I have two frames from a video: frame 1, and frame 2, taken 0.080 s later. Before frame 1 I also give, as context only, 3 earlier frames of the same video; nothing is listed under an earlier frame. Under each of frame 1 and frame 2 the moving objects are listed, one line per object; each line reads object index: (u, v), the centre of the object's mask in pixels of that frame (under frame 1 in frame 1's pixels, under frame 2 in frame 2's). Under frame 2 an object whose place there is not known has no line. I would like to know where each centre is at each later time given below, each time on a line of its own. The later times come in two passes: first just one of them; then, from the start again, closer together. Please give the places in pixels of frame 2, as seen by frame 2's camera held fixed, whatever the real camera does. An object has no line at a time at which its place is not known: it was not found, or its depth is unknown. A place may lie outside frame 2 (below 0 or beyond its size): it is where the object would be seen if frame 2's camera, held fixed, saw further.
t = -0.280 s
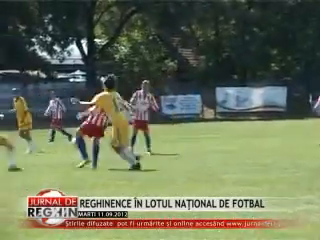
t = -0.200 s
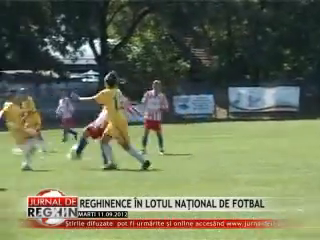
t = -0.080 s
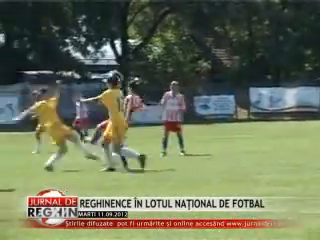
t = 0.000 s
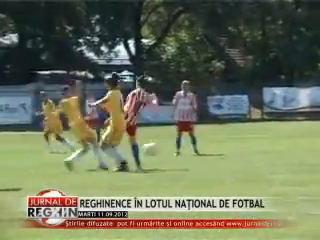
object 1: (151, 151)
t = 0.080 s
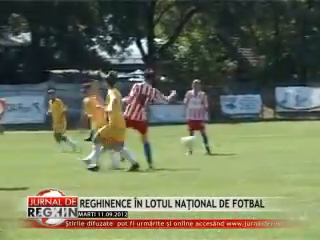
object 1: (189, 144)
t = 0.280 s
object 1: (259, 147)
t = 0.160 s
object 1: (219, 142)
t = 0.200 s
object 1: (233, 142)
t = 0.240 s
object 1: (247, 144)
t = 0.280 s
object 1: (259, 147)
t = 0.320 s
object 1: (271, 150)
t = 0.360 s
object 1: (281, 156)
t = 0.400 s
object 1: (291, 162)
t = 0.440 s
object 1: (300, 162)
